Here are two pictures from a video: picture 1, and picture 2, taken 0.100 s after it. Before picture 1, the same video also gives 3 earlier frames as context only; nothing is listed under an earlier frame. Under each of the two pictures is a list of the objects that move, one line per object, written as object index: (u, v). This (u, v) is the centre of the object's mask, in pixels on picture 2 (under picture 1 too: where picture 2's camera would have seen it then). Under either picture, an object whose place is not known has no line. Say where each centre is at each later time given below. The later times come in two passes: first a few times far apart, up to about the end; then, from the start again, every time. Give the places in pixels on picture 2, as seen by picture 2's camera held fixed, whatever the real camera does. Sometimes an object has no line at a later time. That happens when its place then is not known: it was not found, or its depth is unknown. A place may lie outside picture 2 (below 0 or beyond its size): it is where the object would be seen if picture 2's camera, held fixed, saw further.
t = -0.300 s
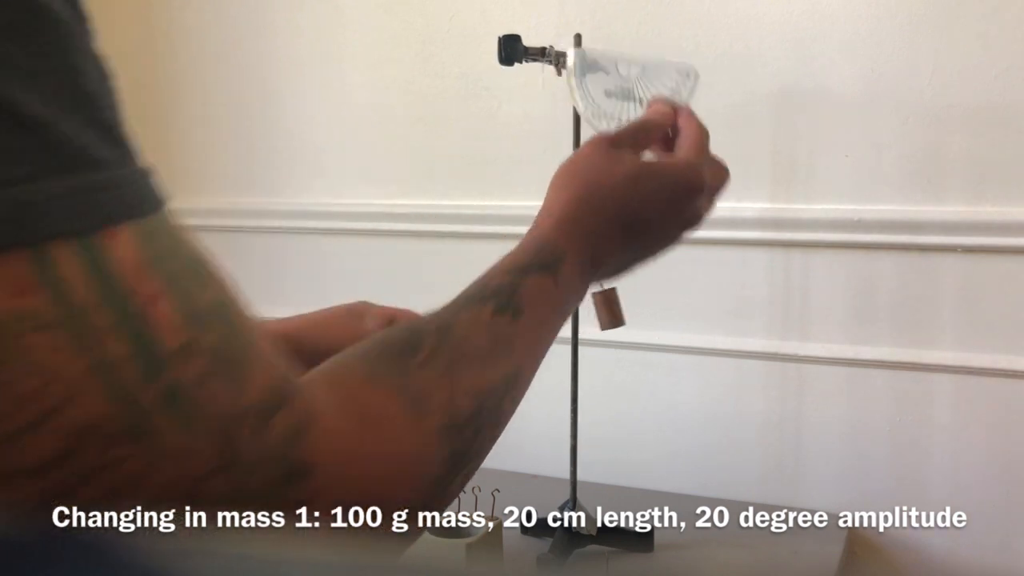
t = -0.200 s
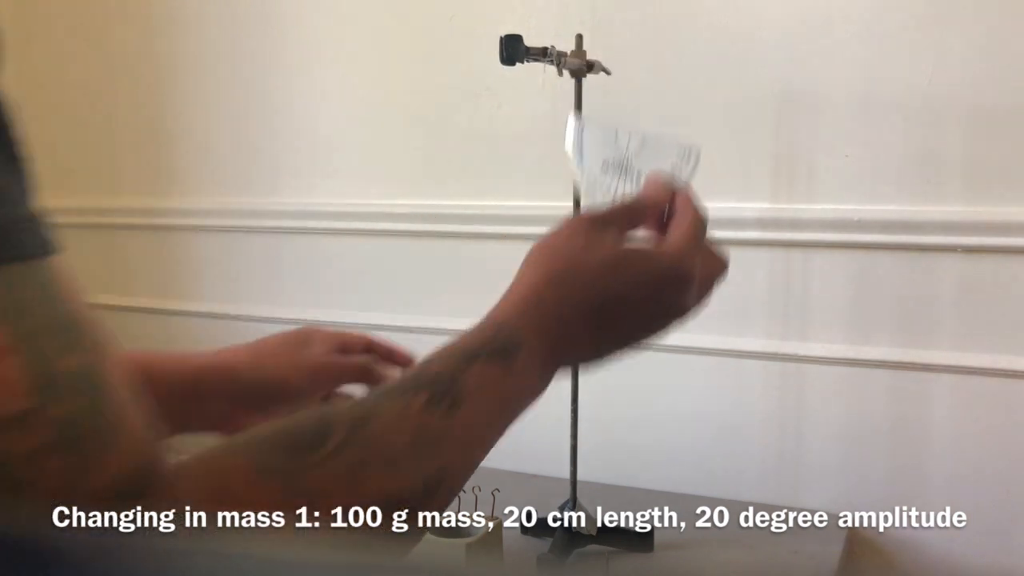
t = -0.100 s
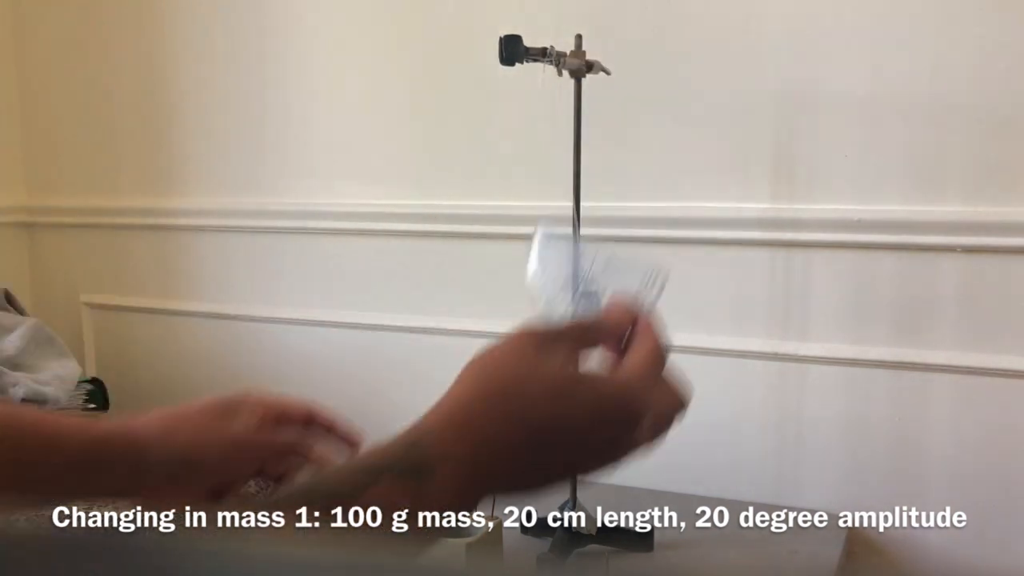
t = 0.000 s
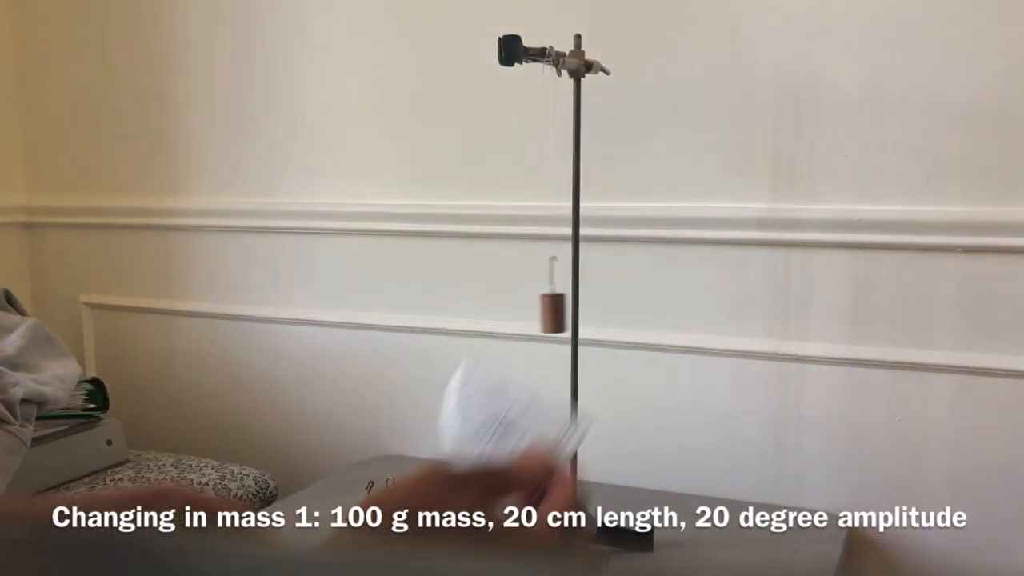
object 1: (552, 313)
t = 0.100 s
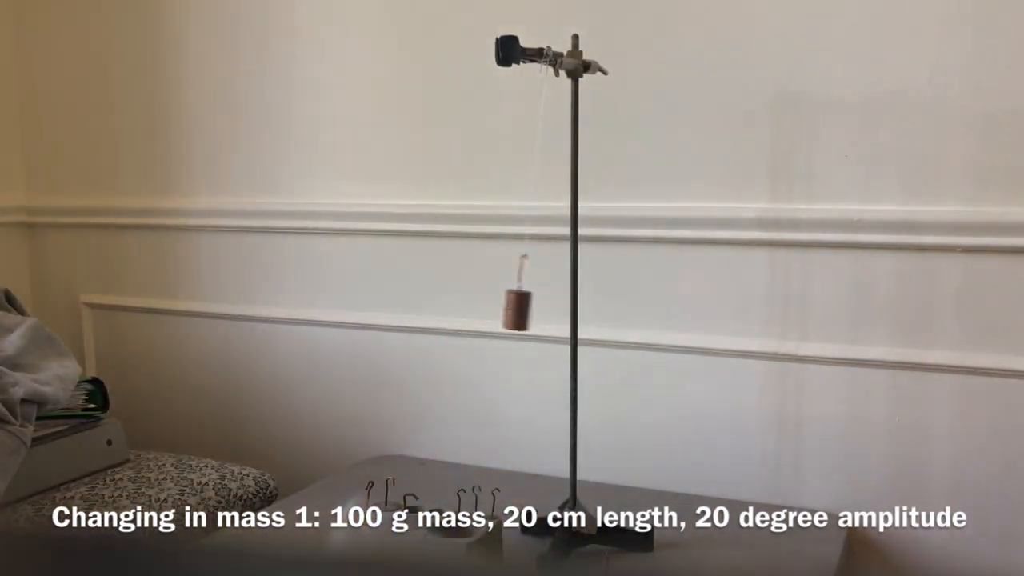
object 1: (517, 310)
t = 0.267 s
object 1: (494, 306)
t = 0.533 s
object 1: (571, 313)
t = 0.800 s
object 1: (600, 309)
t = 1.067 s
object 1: (516, 309)
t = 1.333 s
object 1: (518, 311)
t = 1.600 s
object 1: (599, 310)
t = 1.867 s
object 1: (565, 312)
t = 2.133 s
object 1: (502, 308)
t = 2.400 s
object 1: (556, 314)
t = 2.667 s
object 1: (598, 309)
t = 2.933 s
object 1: (529, 311)
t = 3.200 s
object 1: (515, 311)
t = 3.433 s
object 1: (580, 313)
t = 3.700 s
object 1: (581, 311)
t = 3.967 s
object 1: (513, 309)
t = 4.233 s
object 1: (538, 314)
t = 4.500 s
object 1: (594, 310)
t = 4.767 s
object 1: (548, 312)
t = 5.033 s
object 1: (512, 310)
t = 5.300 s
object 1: (571, 314)
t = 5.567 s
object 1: (582, 311)
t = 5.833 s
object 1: (521, 310)
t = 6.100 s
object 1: (533, 313)
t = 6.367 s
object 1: (589, 311)
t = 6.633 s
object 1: (553, 312)
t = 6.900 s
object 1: (514, 310)
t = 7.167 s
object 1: (565, 314)
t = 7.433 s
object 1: (582, 311)
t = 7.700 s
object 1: (525, 311)
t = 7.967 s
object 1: (531, 314)
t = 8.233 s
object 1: (586, 312)
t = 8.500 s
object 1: (556, 312)
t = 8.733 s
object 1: (516, 311)
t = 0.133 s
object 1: (508, 308)
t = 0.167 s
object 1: (501, 307)
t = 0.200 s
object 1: (496, 306)
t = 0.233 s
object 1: (494, 306)
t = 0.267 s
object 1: (494, 306)
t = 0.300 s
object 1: (498, 307)
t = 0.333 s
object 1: (503, 309)
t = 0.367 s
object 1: (511, 310)
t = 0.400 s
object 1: (521, 312)
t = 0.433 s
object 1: (533, 313)
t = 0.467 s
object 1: (545, 314)
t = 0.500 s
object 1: (557, 314)
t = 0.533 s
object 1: (571, 313)
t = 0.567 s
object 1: (583, 312)
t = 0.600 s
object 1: (593, 311)
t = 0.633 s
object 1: (600, 310)
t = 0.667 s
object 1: (605, 309)
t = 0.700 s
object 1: (608, 308)
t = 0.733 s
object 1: (607, 308)
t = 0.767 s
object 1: (605, 308)
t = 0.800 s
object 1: (600, 309)
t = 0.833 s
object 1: (592, 311)
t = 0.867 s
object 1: (583, 311)
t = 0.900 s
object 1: (571, 312)
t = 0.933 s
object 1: (559, 312)
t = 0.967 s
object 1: (548, 312)
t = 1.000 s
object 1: (536, 311)
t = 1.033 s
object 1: (525, 311)
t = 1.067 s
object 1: (516, 309)
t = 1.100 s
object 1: (508, 308)
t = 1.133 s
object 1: (502, 307)
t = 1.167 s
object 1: (499, 307)
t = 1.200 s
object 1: (498, 307)
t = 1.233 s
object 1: (499, 307)
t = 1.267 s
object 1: (503, 308)
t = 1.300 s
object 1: (510, 310)
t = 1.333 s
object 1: (518, 311)
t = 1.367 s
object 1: (528, 313)
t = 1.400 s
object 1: (539, 314)
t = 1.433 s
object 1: (551, 314)
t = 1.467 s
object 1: (563, 314)
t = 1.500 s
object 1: (574, 313)
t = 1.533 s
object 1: (585, 312)
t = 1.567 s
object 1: (593, 311)
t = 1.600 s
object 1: (599, 310)
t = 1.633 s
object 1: (603, 309)
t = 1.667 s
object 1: (604, 309)
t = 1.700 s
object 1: (603, 309)
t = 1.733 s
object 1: (599, 309)
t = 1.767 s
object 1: (593, 310)
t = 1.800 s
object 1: (586, 311)
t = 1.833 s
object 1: (576, 312)
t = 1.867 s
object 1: (565, 312)
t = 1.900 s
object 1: (554, 312)
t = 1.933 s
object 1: (543, 312)
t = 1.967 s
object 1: (533, 311)
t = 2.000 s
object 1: (523, 310)
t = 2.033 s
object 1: (515, 309)
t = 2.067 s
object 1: (508, 308)
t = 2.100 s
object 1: (504, 308)
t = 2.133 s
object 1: (502, 308)
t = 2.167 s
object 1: (502, 308)
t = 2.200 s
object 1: (504, 309)
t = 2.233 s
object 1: (509, 310)
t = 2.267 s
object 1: (516, 311)
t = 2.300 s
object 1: (524, 313)
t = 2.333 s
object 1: (534, 313)
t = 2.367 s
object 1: (544, 314)
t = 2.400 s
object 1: (556, 314)
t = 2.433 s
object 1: (567, 314)
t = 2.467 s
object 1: (578, 313)
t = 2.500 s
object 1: (586, 312)
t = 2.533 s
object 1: (593, 311)
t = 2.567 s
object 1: (598, 310)
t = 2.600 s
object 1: (600, 309)
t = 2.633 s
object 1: (600, 309)
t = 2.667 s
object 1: (598, 309)
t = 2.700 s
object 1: (593, 310)
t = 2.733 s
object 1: (587, 310)
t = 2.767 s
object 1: (579, 311)
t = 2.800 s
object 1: (569, 312)
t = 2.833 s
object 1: (558, 311)
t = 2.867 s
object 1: (549, 312)
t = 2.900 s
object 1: (539, 311)
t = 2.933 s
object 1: (529, 311)
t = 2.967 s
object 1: (521, 310)
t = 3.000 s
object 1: (514, 309)
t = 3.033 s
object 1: (509, 309)
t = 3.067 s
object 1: (506, 308)
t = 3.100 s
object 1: (505, 308)
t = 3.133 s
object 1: (506, 309)
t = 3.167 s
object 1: (509, 310)
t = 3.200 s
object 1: (515, 311)
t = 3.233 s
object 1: (522, 312)
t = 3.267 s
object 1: (531, 313)
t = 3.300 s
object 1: (541, 314)
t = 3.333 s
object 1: (551, 314)
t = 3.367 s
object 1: (560, 314)
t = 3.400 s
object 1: (571, 313)
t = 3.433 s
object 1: (580, 313)
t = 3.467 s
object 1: (588, 312)
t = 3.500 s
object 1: (593, 311)
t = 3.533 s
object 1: (596, 310)
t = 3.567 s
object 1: (597, 310)
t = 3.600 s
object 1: (596, 310)
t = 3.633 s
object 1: (593, 310)
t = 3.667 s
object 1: (587, 311)
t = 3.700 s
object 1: (581, 311)
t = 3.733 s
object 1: (572, 311)
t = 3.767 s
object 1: (562, 312)
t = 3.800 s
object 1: (553, 312)
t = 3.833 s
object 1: (544, 312)
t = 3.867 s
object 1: (534, 311)
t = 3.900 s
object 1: (526, 310)
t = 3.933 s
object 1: (519, 310)
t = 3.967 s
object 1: (513, 309)
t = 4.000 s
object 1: (510, 309)
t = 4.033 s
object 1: (508, 309)
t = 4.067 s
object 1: (508, 309)
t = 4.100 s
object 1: (510, 310)
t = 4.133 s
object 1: (515, 311)
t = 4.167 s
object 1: (521, 312)
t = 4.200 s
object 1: (529, 313)
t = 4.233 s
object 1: (538, 314)
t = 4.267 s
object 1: (547, 314)
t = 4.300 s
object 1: (556, 314)
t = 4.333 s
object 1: (566, 314)
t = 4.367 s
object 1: (575, 313)
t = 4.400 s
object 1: (582, 313)
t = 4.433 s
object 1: (589, 311)
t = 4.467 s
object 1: (592, 311)
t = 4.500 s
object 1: (594, 310)
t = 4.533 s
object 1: (594, 310)
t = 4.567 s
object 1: (592, 310)
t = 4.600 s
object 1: (587, 311)
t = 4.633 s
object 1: (581, 311)
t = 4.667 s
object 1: (574, 311)
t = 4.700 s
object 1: (566, 311)
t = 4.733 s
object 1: (556, 311)
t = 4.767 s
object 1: (548, 312)
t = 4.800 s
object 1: (538, 311)
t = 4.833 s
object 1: (530, 311)
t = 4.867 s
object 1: (523, 310)
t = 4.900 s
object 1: (518, 310)
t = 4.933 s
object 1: (513, 310)
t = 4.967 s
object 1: (511, 309)
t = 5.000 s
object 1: (510, 310)
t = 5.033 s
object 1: (512, 310)
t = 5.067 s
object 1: (515, 311)
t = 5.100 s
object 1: (520, 312)
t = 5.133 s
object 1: (527, 313)
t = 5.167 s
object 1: (535, 314)
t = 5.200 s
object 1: (544, 314)
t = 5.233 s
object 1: (553, 314)
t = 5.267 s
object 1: (562, 314)
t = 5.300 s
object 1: (571, 314)
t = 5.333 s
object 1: (578, 313)
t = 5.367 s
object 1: (584, 312)
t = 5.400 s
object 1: (589, 311)
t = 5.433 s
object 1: (592, 311)
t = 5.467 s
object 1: (592, 310)
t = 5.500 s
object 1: (591, 310)
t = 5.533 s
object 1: (587, 310)
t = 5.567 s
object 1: (582, 311)
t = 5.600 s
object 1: (575, 311)
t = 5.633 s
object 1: (568, 312)
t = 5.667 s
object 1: (558, 311)
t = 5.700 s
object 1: (551, 312)
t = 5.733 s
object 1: (542, 311)
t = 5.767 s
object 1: (534, 311)
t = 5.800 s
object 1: (527, 311)
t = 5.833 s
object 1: (521, 310)
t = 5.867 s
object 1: (516, 310)
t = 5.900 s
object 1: (513, 310)
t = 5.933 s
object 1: (512, 310)
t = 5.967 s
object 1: (513, 311)
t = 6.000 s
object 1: (516, 311)
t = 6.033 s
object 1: (520, 312)
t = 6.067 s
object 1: (526, 313)
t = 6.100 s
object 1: (533, 313)
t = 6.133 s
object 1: (542, 314)
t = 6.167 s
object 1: (550, 314)
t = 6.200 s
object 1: (558, 314)
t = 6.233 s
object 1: (567, 314)
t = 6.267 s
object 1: (575, 313)
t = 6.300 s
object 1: (581, 313)
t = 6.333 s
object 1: (586, 312)
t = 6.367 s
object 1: (589, 311)
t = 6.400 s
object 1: (590, 311)
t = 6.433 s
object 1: (589, 311)
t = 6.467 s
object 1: (587, 311)
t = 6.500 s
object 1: (582, 311)
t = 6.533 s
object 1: (576, 311)
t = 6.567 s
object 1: (569, 312)
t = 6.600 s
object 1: (561, 311)
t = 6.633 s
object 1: (553, 312)
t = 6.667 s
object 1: (544, 312)
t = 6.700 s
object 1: (536, 311)
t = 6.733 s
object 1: (529, 311)
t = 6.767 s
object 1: (523, 311)
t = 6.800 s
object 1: (518, 310)
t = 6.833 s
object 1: (515, 310)
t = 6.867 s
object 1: (514, 310)
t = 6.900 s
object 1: (514, 310)
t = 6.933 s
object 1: (516, 311)
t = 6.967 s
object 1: (520, 312)
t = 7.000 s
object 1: (525, 313)
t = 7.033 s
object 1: (532, 314)
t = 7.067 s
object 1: (540, 314)
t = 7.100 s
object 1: (548, 314)
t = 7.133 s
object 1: (556, 314)
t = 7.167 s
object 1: (565, 314)
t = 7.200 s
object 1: (572, 314)
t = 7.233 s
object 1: (579, 313)
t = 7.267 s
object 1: (584, 312)
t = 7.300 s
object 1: (587, 312)
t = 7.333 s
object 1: (589, 311)
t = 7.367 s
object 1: (588, 311)
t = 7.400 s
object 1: (586, 311)
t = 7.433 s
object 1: (582, 311)
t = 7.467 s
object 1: (577, 311)
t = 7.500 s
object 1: (570, 312)
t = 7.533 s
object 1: (563, 312)
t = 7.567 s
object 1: (555, 312)
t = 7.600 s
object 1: (547, 312)
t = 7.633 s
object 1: (539, 311)
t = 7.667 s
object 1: (531, 311)
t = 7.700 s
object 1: (525, 311)
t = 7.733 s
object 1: (520, 311)
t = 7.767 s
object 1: (516, 311)
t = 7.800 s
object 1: (515, 311)
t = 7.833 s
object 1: (515, 311)
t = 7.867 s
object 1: (516, 311)
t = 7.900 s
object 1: (520, 312)
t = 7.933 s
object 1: (525, 313)
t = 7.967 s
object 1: (531, 314)
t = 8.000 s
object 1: (538, 314)
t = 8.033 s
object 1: (546, 315)
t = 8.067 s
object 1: (555, 314)
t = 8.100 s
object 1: (563, 314)
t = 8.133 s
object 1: (570, 314)
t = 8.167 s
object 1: (577, 313)
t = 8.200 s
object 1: (582, 312)
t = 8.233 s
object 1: (586, 312)
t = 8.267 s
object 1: (588, 311)
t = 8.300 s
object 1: (588, 311)
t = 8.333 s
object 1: (586, 311)
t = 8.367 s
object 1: (582, 311)
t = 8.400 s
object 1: (578, 311)
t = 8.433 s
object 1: (572, 312)
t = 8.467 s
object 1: (565, 311)
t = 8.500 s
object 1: (556, 312)
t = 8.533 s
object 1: (548, 312)
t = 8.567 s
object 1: (540, 312)
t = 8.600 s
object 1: (533, 311)
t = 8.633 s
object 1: (527, 311)
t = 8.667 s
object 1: (522, 311)
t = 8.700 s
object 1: (518, 310)
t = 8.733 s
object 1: (516, 311)
